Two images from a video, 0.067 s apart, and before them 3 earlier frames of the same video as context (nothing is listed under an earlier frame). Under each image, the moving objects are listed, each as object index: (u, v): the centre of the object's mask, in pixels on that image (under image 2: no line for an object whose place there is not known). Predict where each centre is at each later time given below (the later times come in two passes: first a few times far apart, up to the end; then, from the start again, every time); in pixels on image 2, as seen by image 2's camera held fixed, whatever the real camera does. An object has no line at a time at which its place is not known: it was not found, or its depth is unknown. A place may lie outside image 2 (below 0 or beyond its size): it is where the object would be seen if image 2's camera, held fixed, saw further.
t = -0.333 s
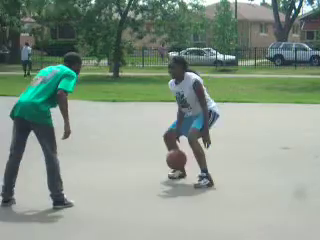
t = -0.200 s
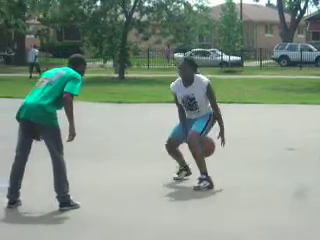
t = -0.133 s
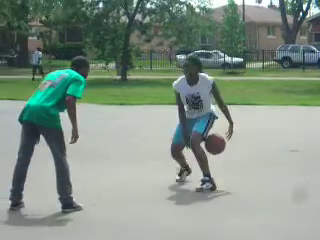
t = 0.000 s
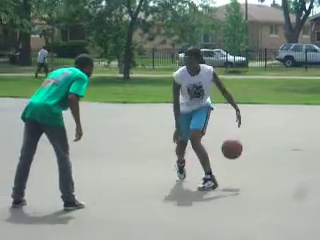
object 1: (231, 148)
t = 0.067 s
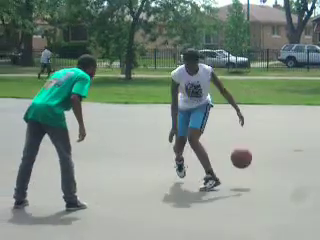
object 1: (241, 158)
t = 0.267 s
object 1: (258, 163)
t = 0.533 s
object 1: (276, 166)
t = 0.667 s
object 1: (286, 173)
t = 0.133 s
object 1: (248, 171)
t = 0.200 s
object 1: (253, 172)
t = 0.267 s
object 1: (258, 163)
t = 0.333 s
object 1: (262, 157)
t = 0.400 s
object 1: (267, 157)
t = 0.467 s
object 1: (271, 159)
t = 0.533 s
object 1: (276, 166)
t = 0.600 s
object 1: (281, 177)
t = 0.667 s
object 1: (286, 173)
